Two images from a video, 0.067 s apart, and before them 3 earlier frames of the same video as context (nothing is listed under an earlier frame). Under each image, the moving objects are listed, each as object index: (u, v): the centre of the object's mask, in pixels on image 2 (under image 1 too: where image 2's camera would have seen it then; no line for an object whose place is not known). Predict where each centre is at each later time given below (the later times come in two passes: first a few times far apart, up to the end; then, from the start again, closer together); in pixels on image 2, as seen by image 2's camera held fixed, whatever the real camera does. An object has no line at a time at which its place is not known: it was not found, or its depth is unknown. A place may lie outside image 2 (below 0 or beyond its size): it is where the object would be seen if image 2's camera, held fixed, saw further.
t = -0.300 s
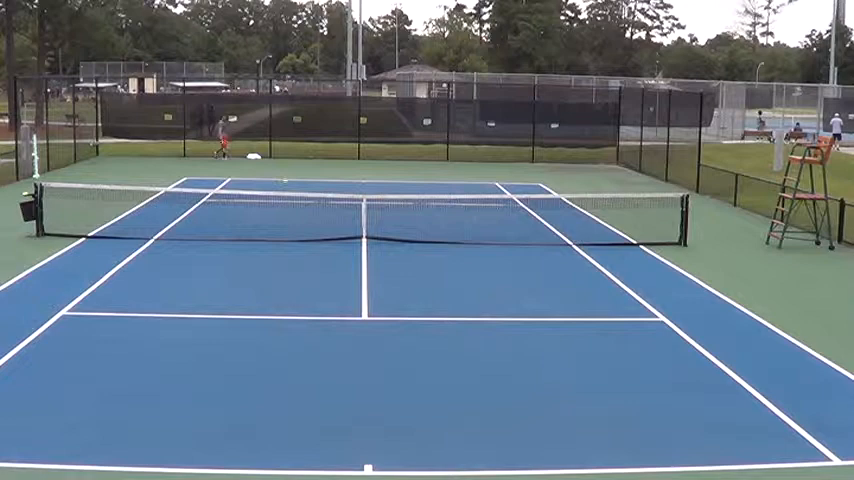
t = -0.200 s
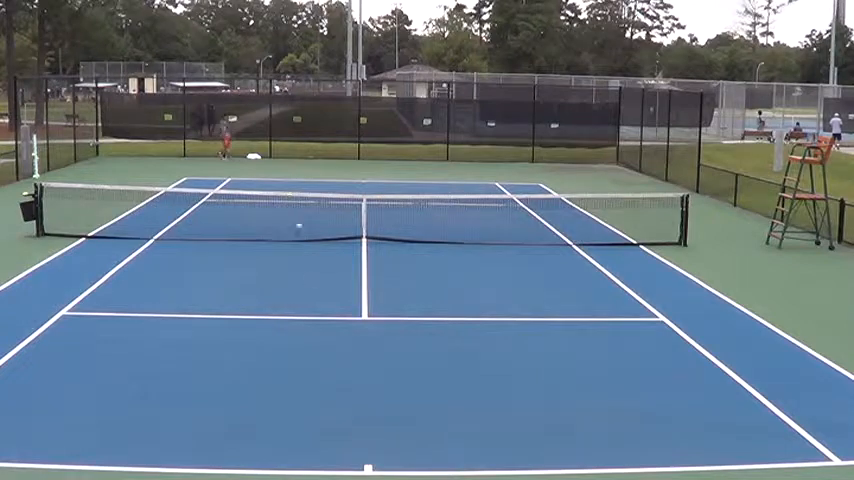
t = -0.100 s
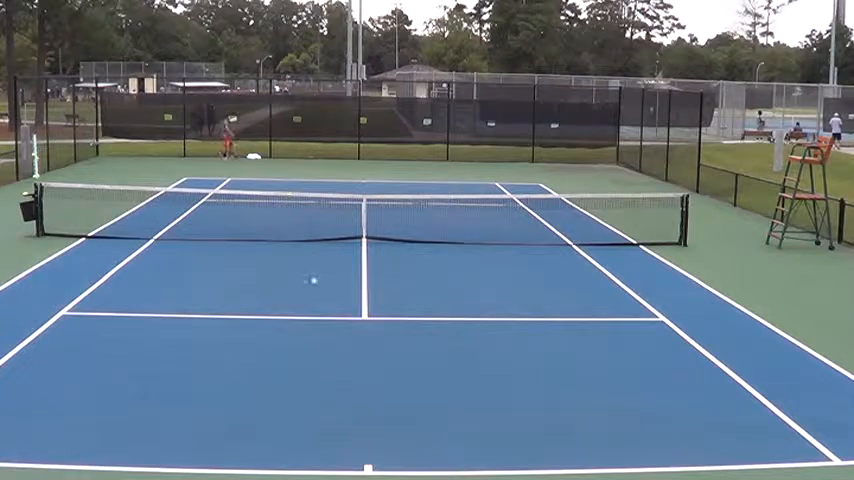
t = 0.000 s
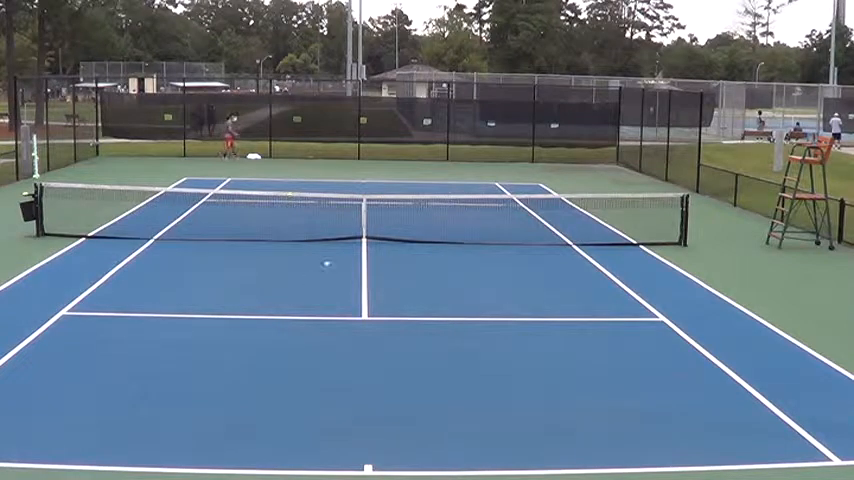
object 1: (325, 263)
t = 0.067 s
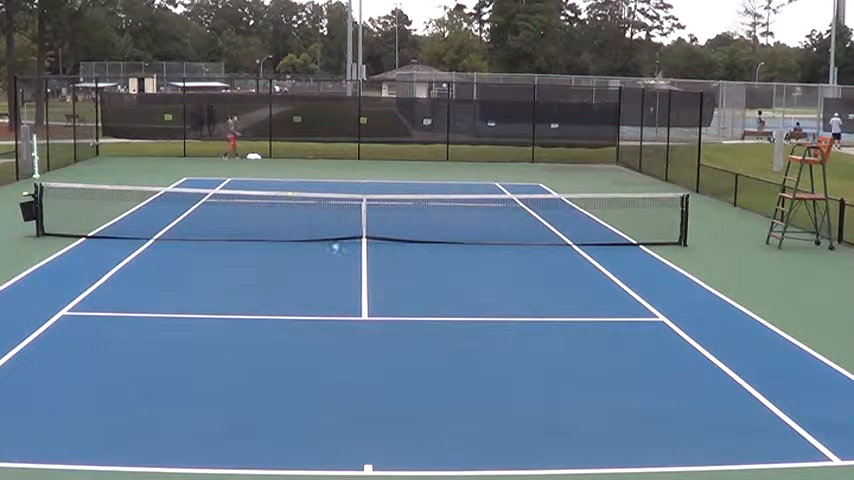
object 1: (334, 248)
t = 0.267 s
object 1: (364, 213)
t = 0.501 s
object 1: (405, 212)
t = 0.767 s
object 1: (468, 281)
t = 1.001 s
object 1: (535, 431)
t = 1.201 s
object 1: (608, 450)
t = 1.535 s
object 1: (780, 473)
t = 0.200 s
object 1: (355, 221)
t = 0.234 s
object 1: (359, 217)
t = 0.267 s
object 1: (364, 213)
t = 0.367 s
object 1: (380, 206)
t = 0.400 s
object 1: (387, 206)
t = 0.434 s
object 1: (392, 208)
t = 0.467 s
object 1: (397, 209)
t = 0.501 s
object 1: (405, 212)
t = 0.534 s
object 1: (412, 216)
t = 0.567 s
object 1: (420, 220)
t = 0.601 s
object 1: (428, 227)
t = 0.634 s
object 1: (435, 235)
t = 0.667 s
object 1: (442, 245)
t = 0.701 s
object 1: (451, 255)
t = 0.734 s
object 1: (459, 267)
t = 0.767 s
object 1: (468, 281)
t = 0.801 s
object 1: (476, 297)
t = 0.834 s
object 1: (485, 314)
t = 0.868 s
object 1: (494, 334)
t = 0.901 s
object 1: (504, 356)
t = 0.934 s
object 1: (513, 378)
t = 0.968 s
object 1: (524, 404)
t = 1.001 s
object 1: (535, 431)
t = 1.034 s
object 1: (545, 460)
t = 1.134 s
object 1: (581, 464)
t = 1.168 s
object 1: (594, 457)
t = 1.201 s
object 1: (608, 450)
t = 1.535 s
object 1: (780, 473)
